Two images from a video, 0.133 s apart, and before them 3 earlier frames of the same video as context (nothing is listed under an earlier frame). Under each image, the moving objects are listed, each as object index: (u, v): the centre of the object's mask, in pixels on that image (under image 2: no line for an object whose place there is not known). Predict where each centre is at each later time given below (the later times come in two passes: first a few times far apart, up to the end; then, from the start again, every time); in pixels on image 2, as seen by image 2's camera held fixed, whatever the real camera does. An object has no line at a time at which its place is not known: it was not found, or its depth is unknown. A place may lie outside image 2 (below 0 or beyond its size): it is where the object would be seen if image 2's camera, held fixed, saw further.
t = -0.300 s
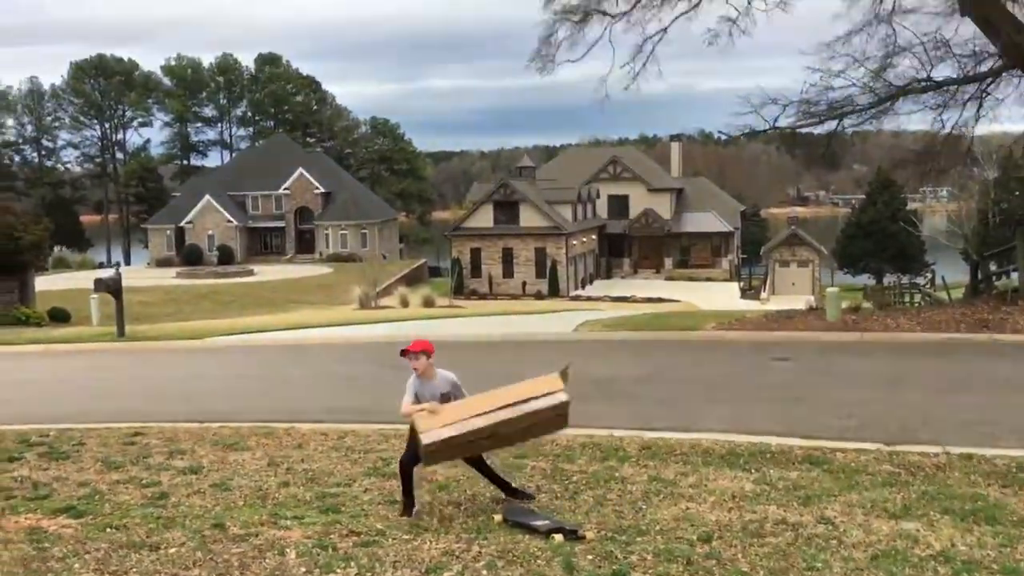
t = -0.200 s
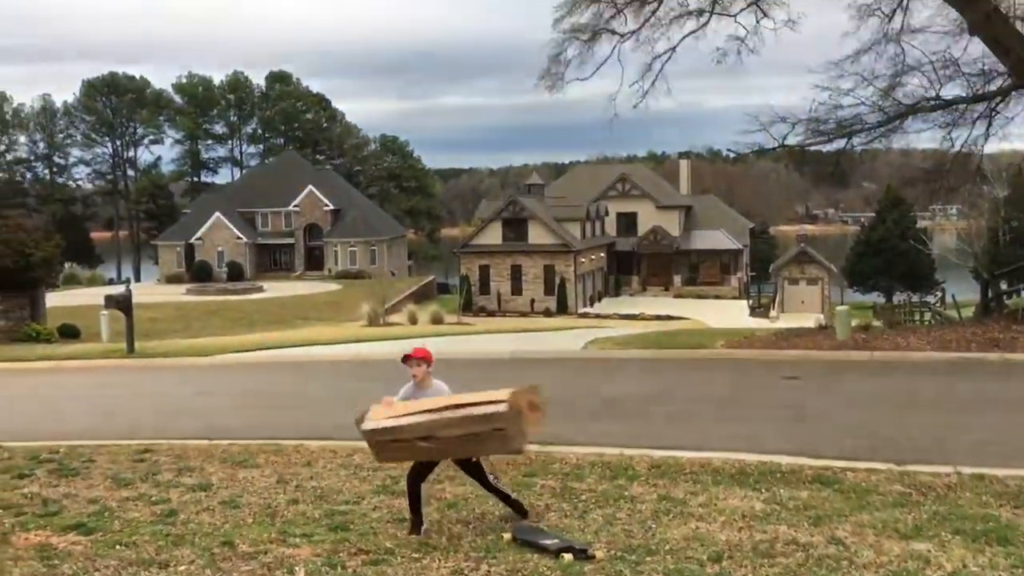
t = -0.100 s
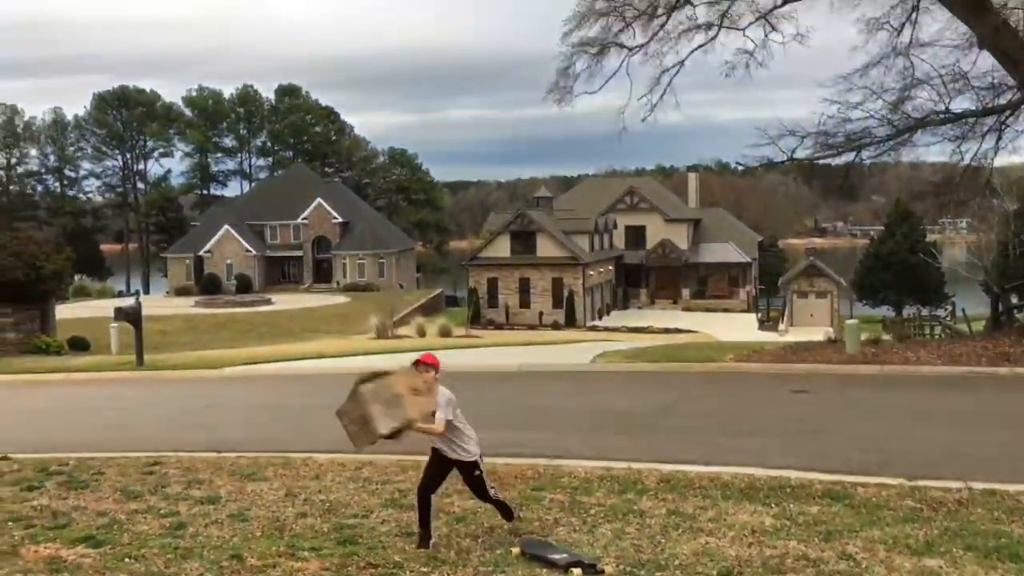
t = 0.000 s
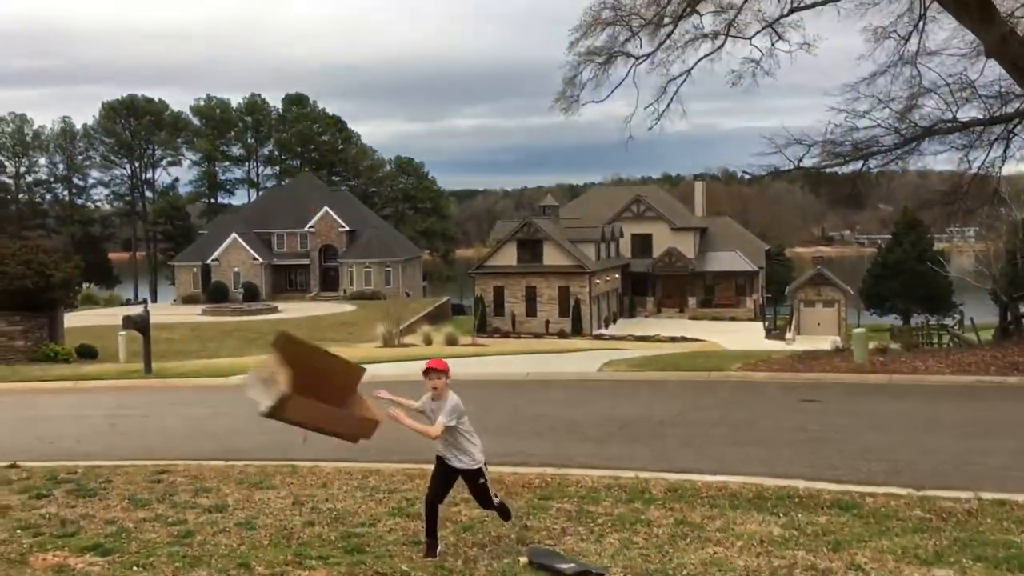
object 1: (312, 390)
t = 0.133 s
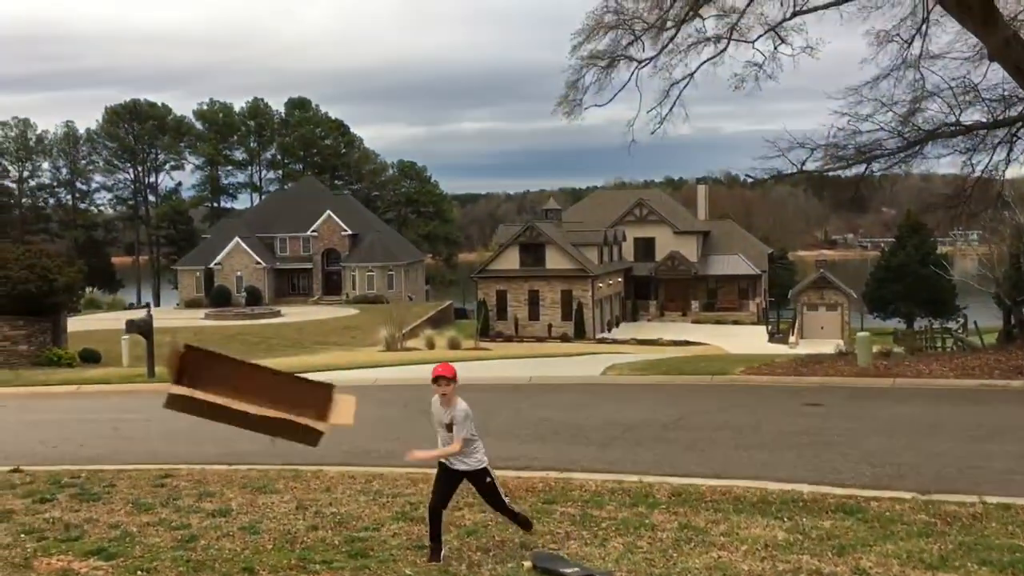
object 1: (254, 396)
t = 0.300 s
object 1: (179, 414)
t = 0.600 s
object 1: (95, 495)
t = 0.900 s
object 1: (101, 539)
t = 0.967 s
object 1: (103, 539)
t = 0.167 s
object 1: (237, 396)
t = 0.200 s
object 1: (221, 398)
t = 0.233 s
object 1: (206, 402)
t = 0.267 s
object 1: (193, 408)
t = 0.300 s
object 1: (179, 414)
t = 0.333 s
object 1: (165, 421)
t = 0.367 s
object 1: (154, 430)
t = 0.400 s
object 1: (139, 436)
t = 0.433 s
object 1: (127, 443)
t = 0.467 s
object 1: (115, 453)
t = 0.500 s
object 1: (107, 463)
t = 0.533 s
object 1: (96, 472)
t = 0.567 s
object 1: (94, 484)
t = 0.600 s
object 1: (95, 495)
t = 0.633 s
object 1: (97, 505)
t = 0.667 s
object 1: (98, 518)
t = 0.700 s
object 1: (98, 530)
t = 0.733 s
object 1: (97, 532)
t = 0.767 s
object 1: (95, 532)
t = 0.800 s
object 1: (97, 533)
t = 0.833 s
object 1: (98, 537)
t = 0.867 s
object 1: (100, 538)
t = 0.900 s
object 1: (101, 539)
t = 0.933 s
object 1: (103, 541)
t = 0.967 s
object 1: (103, 539)
